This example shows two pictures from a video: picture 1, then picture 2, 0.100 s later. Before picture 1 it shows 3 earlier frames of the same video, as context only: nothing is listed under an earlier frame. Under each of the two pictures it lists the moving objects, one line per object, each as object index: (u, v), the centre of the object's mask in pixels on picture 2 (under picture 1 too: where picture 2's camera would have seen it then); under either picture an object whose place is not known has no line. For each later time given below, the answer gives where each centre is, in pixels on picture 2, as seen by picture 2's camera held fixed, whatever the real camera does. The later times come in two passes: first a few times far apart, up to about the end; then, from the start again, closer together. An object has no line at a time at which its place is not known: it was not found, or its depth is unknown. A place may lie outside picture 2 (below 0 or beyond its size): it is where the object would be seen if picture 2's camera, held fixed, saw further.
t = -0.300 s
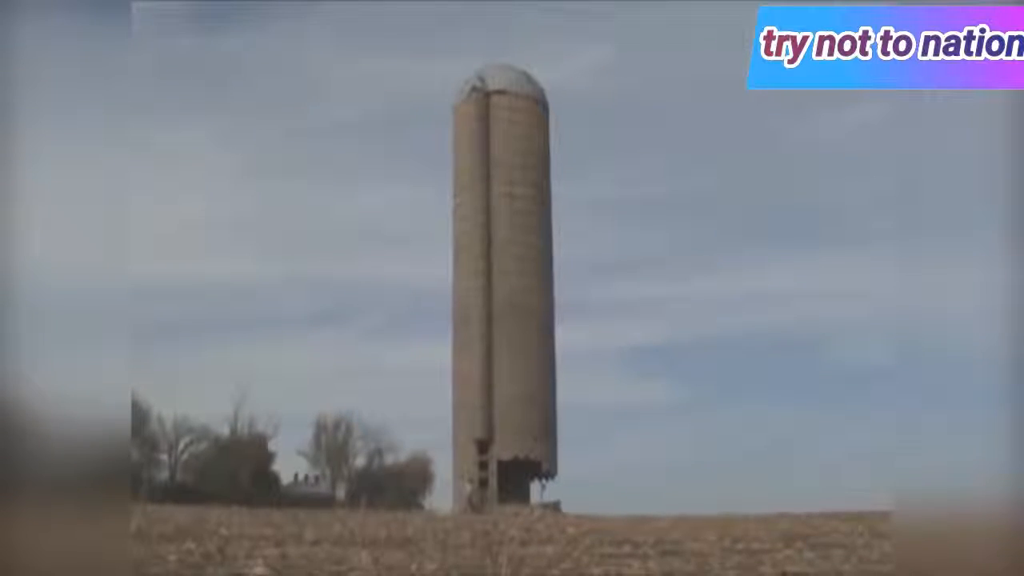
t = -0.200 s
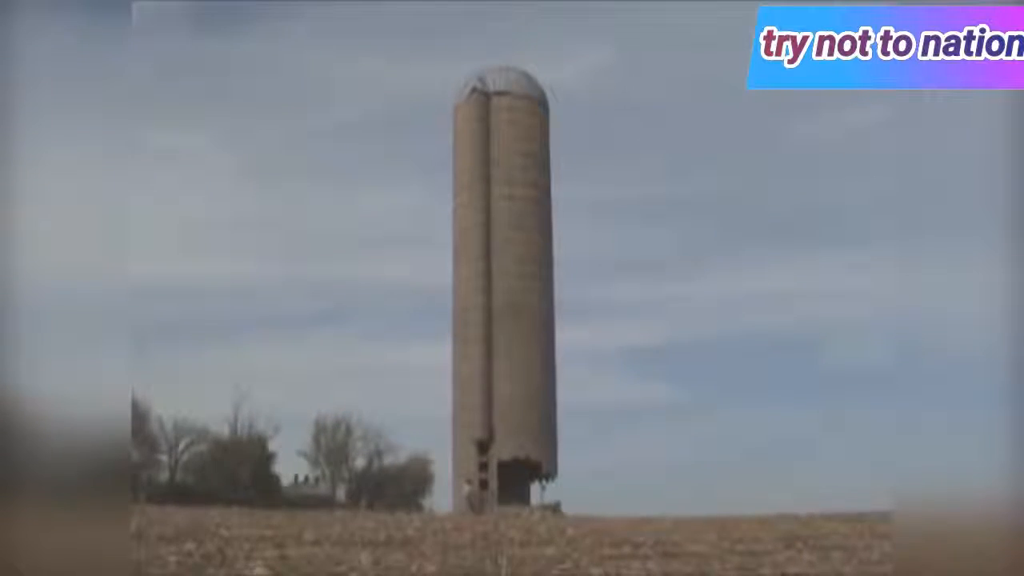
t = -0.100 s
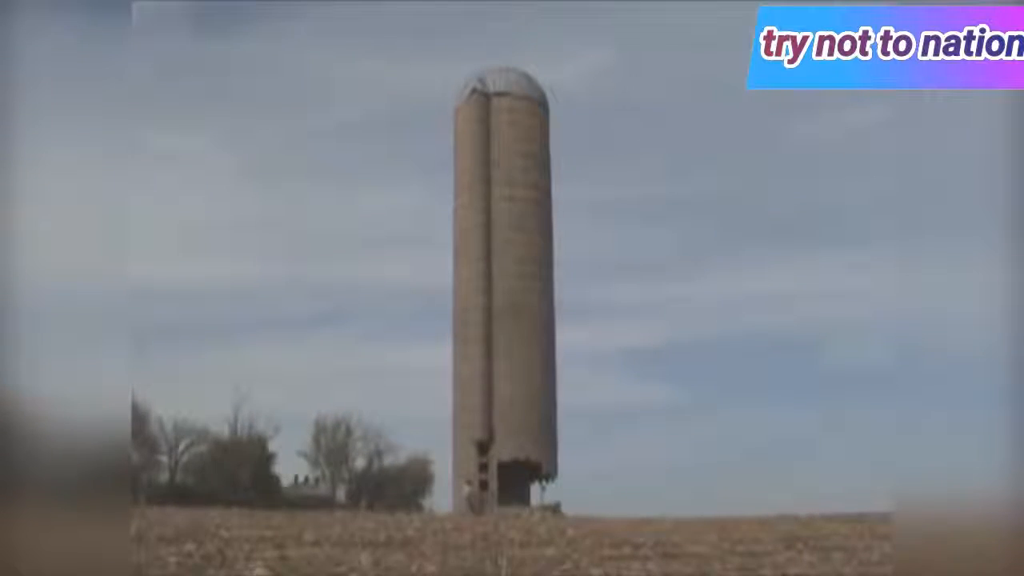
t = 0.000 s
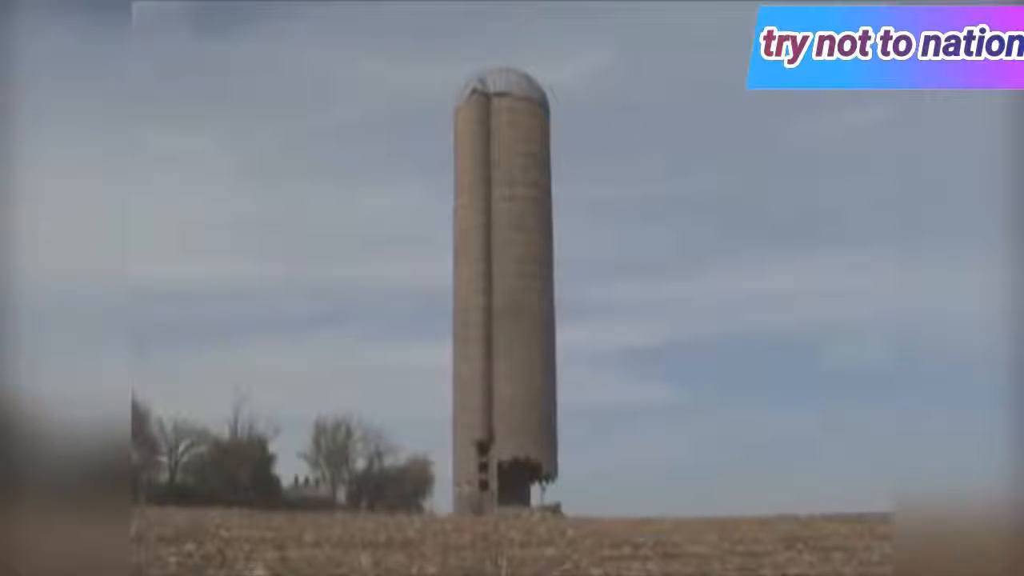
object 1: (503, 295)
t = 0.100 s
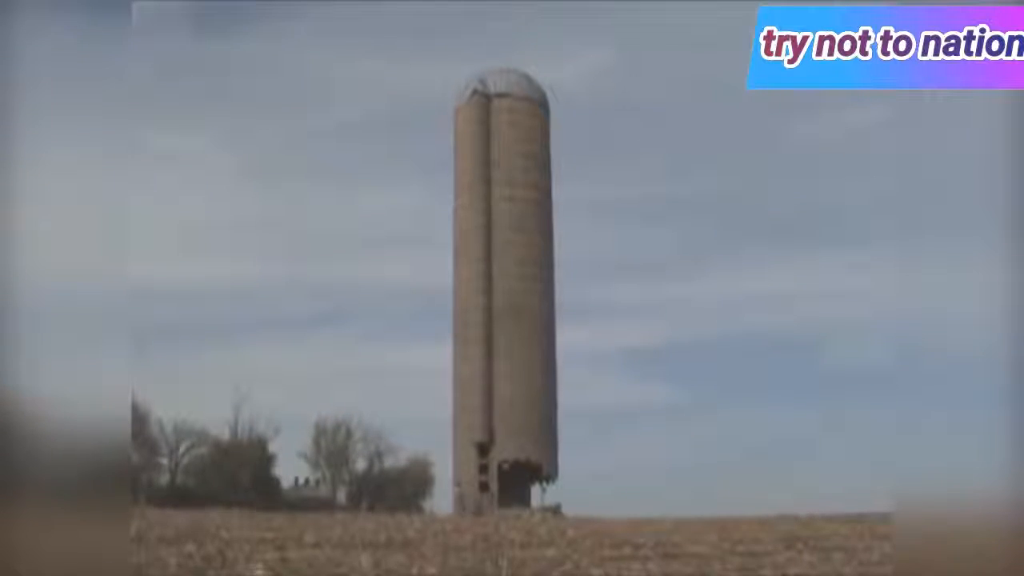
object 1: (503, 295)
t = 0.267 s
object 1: (503, 295)
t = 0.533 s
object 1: (503, 297)
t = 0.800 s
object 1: (504, 301)
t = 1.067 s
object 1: (505, 314)
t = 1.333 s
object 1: (509, 318)
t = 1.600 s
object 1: (508, 321)
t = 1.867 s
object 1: (508, 322)
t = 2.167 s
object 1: (508, 322)
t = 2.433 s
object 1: (508, 322)
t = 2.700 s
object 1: (508, 323)
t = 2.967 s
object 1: (508, 323)
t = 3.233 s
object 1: (508, 321)
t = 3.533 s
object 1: (508, 322)
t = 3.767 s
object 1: (508, 322)
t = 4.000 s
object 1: (508, 321)
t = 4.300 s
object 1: (508, 322)
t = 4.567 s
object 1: (508, 322)
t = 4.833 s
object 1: (508, 321)
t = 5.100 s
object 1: (508, 321)
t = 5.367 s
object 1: (507, 321)
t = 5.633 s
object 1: (507, 321)
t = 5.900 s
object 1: (509, 322)
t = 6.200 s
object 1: (510, 322)
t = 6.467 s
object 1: (510, 321)
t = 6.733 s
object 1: (510, 321)
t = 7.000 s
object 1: (509, 321)
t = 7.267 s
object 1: (509, 320)
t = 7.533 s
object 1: (508, 320)
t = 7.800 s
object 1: (508, 321)
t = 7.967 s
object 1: (508, 320)
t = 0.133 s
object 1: (503, 295)
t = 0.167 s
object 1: (503, 295)
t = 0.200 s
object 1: (503, 295)
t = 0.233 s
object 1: (503, 294)
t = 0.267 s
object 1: (503, 295)
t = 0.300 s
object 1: (503, 295)
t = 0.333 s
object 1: (503, 295)
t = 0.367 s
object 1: (503, 295)
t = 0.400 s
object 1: (503, 295)
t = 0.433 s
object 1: (503, 296)
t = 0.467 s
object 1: (503, 297)
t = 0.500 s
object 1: (503, 297)
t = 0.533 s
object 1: (503, 297)
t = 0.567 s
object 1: (503, 296)
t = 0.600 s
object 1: (503, 296)
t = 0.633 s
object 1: (503, 296)
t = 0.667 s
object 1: (503, 297)
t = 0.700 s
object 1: (504, 298)
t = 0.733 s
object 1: (504, 299)
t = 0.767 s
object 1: (504, 300)
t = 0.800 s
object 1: (504, 301)
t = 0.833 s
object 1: (504, 301)
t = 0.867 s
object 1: (504, 303)
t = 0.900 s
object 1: (504, 304)
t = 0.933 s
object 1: (505, 305)
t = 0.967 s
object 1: (505, 305)
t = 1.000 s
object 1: (505, 307)
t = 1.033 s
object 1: (505, 311)
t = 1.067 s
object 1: (505, 314)
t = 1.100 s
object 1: (505, 315)
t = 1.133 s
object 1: (506, 316)
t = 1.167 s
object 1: (506, 318)
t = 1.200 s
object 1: (506, 320)
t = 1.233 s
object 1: (506, 322)
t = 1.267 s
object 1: (506, 322)
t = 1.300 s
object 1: (509, 317)
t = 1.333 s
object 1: (509, 318)
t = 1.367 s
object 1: (509, 319)
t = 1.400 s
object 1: (509, 319)
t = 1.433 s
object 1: (508, 320)
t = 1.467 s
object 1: (508, 321)
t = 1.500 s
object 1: (508, 321)
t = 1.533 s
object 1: (508, 321)
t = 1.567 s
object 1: (508, 321)
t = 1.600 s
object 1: (508, 321)
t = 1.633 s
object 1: (508, 322)
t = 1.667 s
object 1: (508, 322)
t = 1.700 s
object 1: (508, 322)
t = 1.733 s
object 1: (508, 323)
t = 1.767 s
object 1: (508, 322)
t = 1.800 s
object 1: (508, 323)
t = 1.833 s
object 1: (508, 322)
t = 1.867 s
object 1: (508, 322)
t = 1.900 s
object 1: (508, 323)
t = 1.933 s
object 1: (508, 322)
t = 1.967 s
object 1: (508, 321)
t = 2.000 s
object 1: (508, 322)
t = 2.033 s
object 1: (508, 322)
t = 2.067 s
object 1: (508, 322)
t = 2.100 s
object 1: (508, 322)
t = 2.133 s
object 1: (508, 322)
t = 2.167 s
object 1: (508, 322)
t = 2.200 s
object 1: (508, 322)
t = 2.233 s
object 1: (508, 322)
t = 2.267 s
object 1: (508, 322)
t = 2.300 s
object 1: (508, 322)
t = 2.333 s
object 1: (508, 322)
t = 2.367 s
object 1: (508, 322)
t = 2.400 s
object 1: (508, 322)
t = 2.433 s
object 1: (508, 322)
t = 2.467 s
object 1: (508, 322)
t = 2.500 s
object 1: (508, 322)
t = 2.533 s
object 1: (508, 323)
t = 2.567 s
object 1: (508, 322)
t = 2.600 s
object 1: (508, 322)
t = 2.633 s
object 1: (508, 322)
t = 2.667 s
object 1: (508, 322)
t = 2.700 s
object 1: (508, 323)
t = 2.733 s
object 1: (508, 323)
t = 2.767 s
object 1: (508, 323)
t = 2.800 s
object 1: (508, 323)
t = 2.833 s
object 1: (508, 322)
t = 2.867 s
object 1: (508, 322)
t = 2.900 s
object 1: (508, 322)
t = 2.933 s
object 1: (508, 322)
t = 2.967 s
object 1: (508, 323)
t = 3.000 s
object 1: (508, 321)
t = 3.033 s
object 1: (508, 322)
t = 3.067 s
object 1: (508, 321)
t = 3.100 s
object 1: (508, 321)
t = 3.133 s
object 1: (508, 321)
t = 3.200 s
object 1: (508, 321)
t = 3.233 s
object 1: (508, 321)
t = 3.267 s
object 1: (508, 321)
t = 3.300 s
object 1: (508, 321)
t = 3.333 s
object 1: (508, 321)
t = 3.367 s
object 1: (508, 321)
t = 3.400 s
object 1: (508, 321)
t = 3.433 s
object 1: (508, 321)
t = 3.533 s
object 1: (508, 322)
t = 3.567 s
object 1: (509, 322)
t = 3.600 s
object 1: (508, 322)
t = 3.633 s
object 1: (508, 322)
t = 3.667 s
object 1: (508, 322)
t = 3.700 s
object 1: (508, 323)
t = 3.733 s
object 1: (508, 322)
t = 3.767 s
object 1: (508, 322)
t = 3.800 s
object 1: (508, 323)
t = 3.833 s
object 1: (508, 323)
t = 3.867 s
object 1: (508, 323)
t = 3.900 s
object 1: (508, 322)
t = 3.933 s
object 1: (508, 323)
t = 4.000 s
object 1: (508, 321)
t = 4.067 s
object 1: (508, 321)
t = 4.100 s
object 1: (508, 321)
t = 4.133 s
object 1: (508, 321)
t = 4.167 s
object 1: (508, 321)
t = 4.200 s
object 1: (508, 321)
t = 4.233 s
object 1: (508, 322)
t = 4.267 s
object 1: (508, 321)
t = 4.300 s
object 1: (508, 322)
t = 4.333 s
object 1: (508, 322)
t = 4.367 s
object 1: (508, 321)
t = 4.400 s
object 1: (508, 322)
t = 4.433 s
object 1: (508, 322)
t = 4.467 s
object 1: (508, 321)
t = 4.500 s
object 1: (508, 322)
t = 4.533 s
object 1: (508, 322)
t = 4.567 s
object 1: (508, 322)
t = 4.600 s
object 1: (508, 321)
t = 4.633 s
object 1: (508, 322)
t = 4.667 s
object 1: (508, 322)
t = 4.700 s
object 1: (508, 321)
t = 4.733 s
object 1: (508, 322)
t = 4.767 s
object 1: (508, 321)
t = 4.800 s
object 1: (508, 321)
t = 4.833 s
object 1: (508, 321)
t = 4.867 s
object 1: (508, 321)
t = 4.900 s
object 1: (508, 322)
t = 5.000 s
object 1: (508, 322)
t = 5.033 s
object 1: (508, 322)
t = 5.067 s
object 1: (508, 321)
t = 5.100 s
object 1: (508, 321)
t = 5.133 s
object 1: (508, 321)
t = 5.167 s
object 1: (508, 321)
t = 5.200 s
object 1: (508, 321)
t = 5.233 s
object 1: (508, 322)
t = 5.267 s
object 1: (508, 322)
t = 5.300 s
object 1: (507, 321)
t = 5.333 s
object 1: (507, 321)
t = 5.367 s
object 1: (507, 321)
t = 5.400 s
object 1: (508, 321)
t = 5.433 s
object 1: (508, 322)
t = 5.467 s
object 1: (508, 322)
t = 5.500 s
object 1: (508, 322)
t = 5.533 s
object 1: (508, 322)
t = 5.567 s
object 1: (507, 322)
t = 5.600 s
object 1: (508, 322)
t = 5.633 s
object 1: (507, 321)
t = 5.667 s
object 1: (508, 322)
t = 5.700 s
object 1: (508, 321)
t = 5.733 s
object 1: (508, 321)
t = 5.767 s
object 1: (508, 322)
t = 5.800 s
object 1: (508, 322)
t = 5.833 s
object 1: (509, 322)
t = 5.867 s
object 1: (509, 322)
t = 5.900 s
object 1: (509, 322)
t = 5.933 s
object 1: (509, 322)
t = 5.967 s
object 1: (509, 322)
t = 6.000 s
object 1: (509, 322)
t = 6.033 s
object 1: (509, 322)
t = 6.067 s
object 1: (509, 322)
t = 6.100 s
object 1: (509, 323)
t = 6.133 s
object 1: (509, 323)
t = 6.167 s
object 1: (509, 322)
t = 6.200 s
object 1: (510, 322)
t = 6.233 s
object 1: (509, 321)
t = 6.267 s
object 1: (509, 321)
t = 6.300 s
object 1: (509, 321)
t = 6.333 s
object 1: (509, 321)
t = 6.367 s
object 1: (509, 321)
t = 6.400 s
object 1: (510, 321)
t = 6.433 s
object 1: (510, 321)
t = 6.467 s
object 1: (510, 321)
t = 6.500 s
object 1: (510, 321)
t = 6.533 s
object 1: (510, 321)
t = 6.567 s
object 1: (510, 321)
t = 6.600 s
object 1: (510, 320)
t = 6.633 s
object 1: (510, 321)
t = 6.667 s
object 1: (510, 321)
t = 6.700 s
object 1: (510, 321)
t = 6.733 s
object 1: (510, 321)
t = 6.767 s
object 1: (509, 321)
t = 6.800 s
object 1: (510, 320)
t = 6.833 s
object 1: (510, 320)
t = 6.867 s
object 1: (510, 320)
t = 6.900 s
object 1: (510, 320)
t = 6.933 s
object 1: (510, 321)
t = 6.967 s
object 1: (509, 320)
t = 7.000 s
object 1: (509, 321)
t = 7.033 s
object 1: (509, 320)
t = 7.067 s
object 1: (509, 320)
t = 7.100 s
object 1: (509, 320)
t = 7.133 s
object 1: (509, 320)
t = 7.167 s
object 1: (509, 320)
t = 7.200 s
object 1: (509, 321)
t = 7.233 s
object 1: (508, 320)
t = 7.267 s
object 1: (509, 320)
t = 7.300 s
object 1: (509, 320)
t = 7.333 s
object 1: (509, 320)
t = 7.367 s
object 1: (509, 320)
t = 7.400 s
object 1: (509, 320)
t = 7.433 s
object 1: (509, 320)
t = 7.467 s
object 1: (509, 320)
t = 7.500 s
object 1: (509, 320)
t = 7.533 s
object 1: (508, 320)
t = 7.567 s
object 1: (508, 320)
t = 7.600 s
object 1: (508, 320)
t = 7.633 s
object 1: (508, 320)
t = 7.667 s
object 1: (508, 320)
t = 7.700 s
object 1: (508, 320)
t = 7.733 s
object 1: (508, 320)
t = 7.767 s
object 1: (508, 320)
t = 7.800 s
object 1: (508, 321)
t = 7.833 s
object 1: (508, 320)
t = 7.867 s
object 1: (508, 320)
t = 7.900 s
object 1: (508, 320)
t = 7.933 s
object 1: (508, 320)
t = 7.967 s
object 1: (508, 320)
